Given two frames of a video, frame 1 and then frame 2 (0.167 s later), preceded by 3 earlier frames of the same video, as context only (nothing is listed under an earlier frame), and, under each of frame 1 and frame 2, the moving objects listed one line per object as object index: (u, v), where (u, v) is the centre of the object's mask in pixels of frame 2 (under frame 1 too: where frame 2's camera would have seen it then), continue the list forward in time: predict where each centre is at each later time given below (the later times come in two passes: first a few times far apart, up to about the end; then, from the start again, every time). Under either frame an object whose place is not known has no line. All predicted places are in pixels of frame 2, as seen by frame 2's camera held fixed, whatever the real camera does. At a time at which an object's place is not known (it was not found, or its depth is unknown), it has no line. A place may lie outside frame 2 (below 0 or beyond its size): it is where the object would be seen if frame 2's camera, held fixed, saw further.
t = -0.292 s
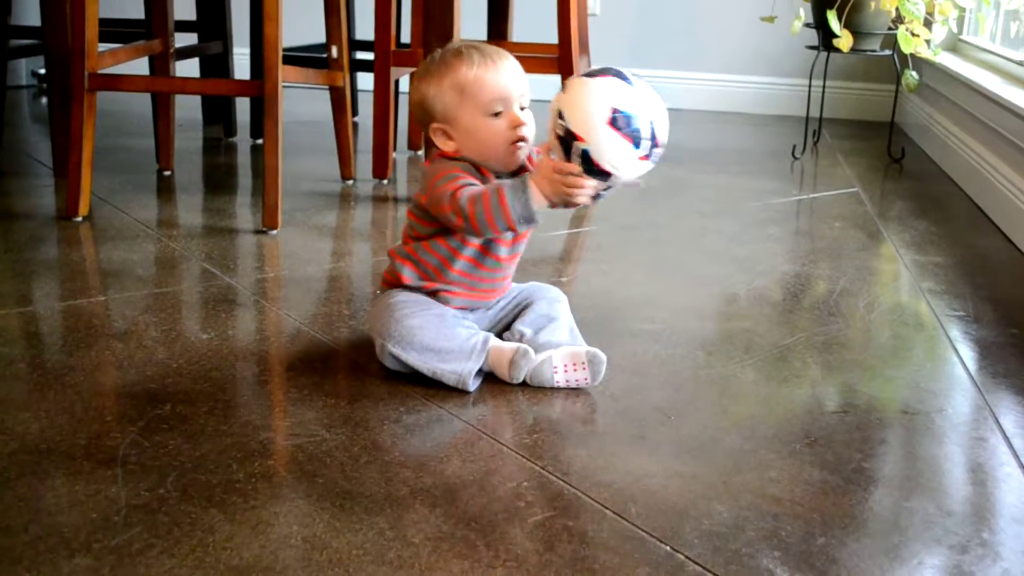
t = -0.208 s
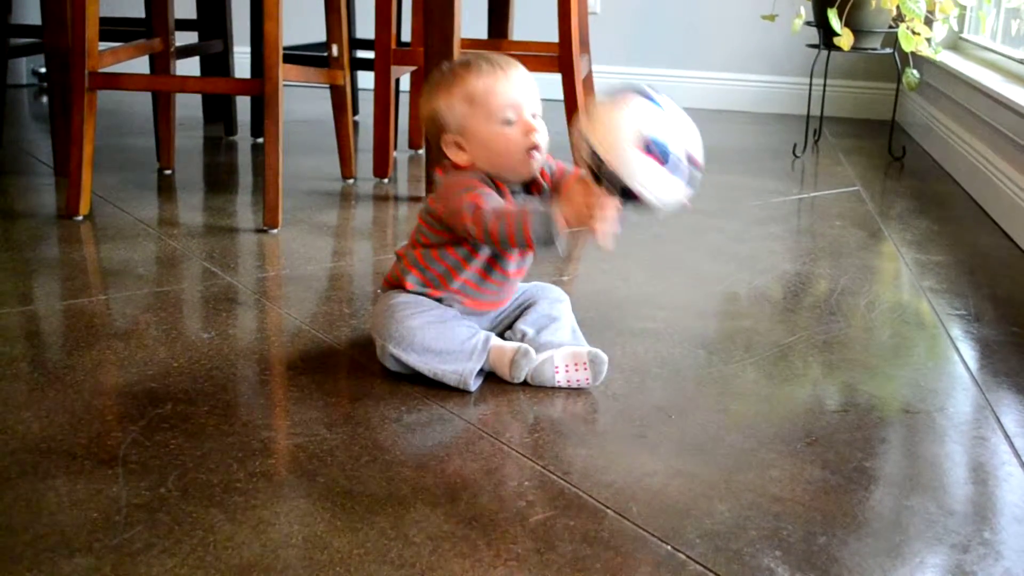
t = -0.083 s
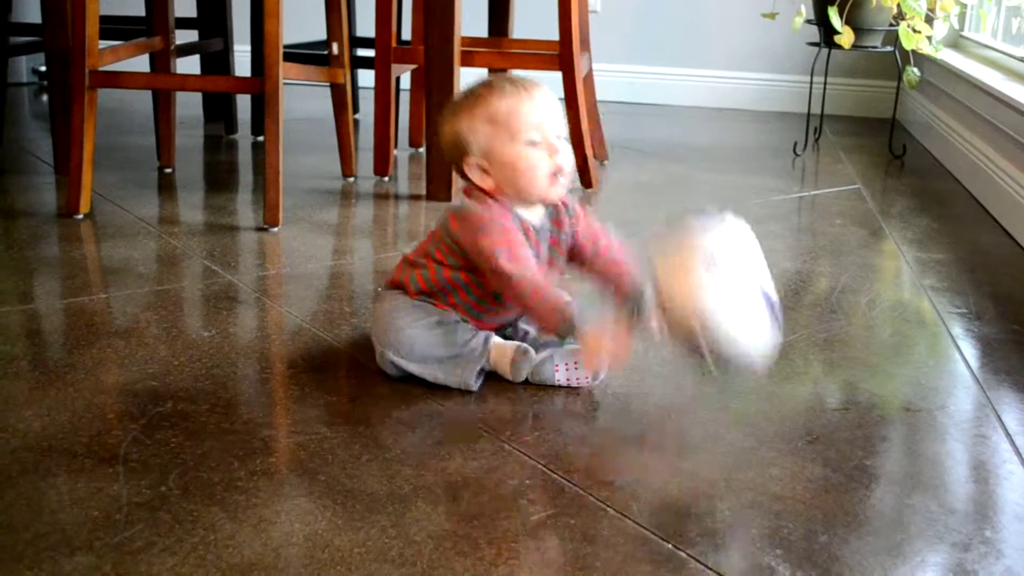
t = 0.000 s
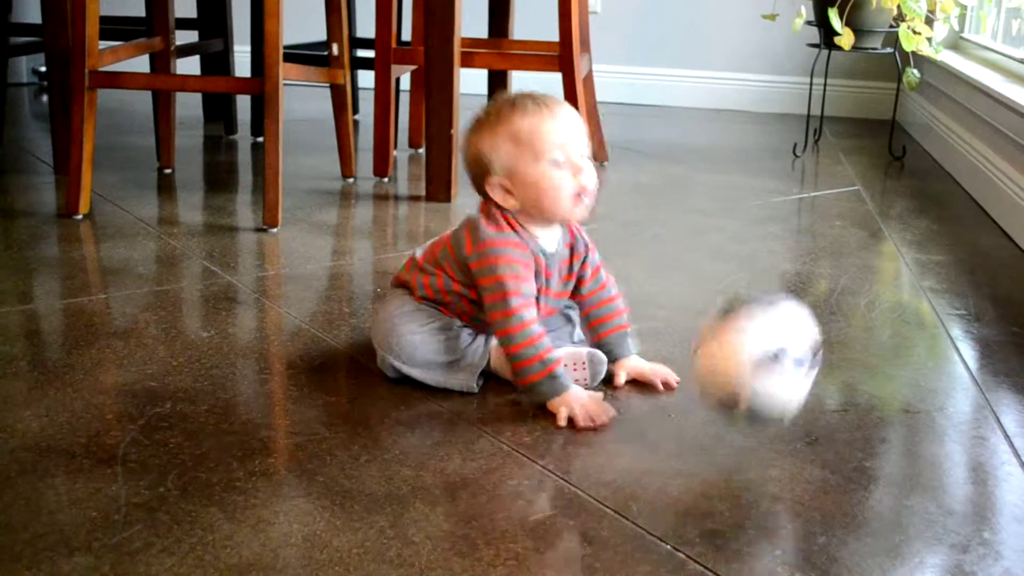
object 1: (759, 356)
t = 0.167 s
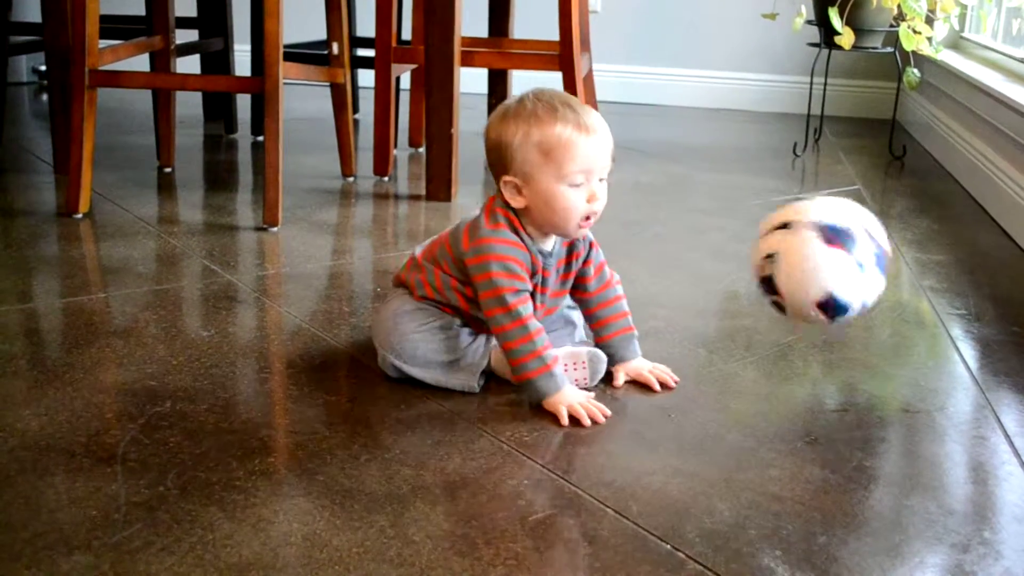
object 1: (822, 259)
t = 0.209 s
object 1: (835, 266)
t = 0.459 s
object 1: (912, 360)
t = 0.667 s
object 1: (966, 428)
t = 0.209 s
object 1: (835, 266)
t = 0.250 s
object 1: (847, 287)
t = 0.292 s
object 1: (857, 323)
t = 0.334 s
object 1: (865, 375)
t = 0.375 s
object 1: (873, 422)
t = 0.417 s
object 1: (894, 388)
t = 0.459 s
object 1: (912, 360)
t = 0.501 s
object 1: (930, 347)
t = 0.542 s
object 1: (945, 347)
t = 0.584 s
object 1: (955, 359)
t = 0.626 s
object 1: (962, 383)
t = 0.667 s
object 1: (966, 428)
